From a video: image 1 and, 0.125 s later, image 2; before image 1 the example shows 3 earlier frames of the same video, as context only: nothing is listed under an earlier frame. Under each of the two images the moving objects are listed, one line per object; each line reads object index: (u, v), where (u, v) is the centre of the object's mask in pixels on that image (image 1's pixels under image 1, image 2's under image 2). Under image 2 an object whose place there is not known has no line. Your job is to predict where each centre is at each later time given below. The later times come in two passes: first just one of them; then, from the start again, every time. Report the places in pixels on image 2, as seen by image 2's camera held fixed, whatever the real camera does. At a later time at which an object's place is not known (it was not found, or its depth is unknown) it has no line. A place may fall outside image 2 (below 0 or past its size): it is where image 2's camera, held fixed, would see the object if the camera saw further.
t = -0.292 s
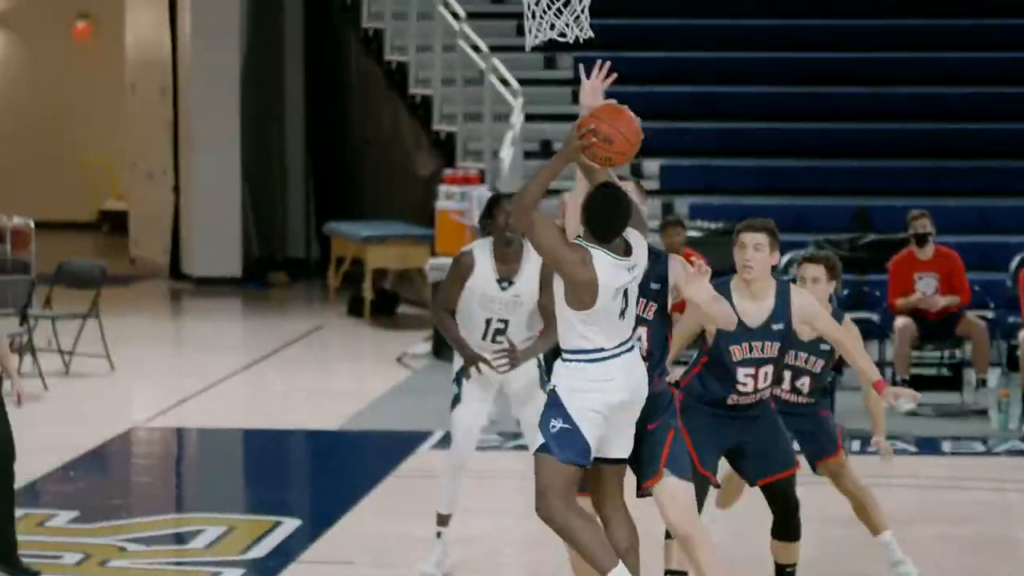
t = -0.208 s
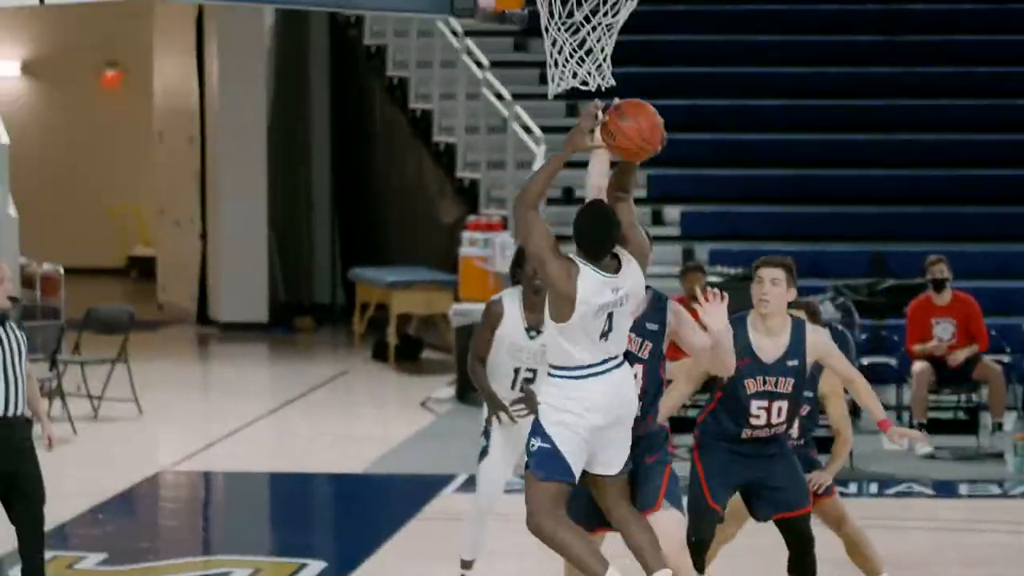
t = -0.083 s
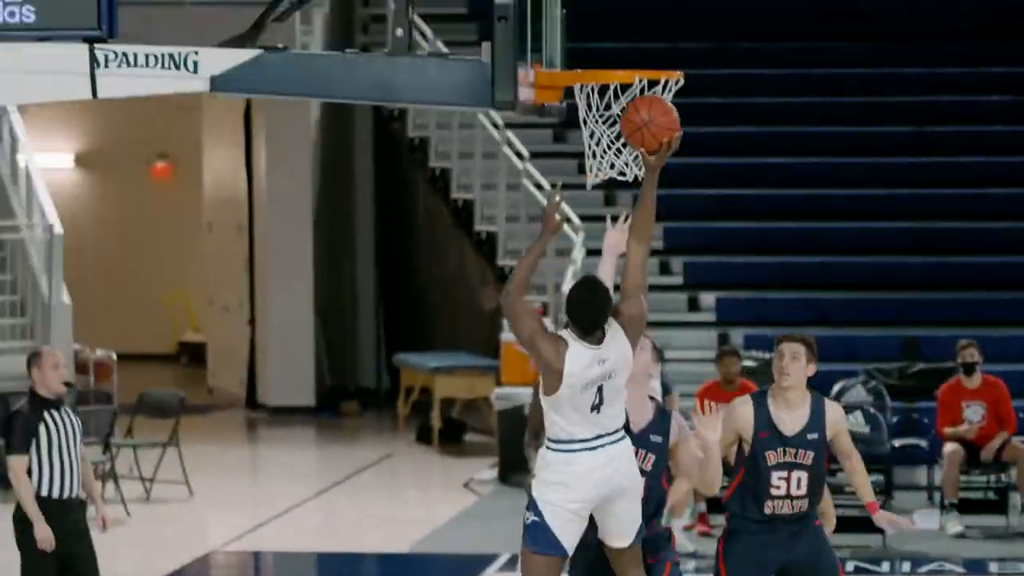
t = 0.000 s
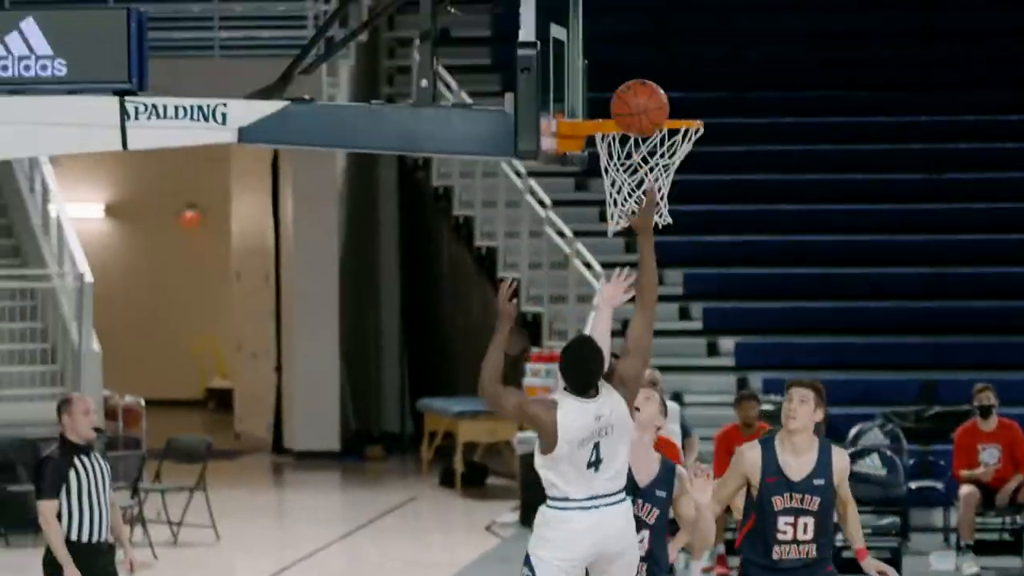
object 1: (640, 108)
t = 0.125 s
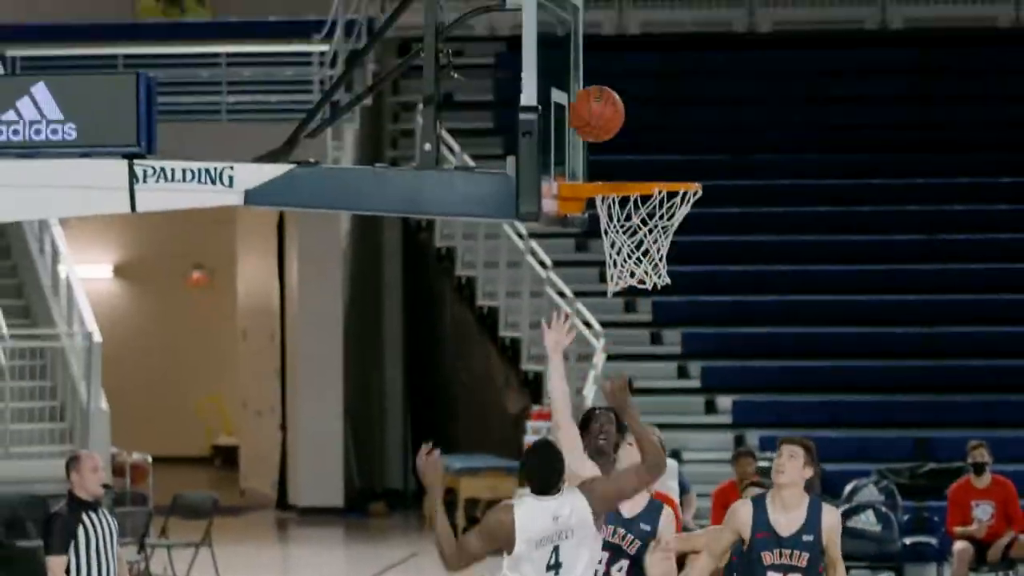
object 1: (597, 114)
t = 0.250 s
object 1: (595, 95)
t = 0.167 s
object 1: (579, 99)
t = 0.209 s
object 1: (574, 94)
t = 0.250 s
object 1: (595, 95)
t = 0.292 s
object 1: (609, 99)
